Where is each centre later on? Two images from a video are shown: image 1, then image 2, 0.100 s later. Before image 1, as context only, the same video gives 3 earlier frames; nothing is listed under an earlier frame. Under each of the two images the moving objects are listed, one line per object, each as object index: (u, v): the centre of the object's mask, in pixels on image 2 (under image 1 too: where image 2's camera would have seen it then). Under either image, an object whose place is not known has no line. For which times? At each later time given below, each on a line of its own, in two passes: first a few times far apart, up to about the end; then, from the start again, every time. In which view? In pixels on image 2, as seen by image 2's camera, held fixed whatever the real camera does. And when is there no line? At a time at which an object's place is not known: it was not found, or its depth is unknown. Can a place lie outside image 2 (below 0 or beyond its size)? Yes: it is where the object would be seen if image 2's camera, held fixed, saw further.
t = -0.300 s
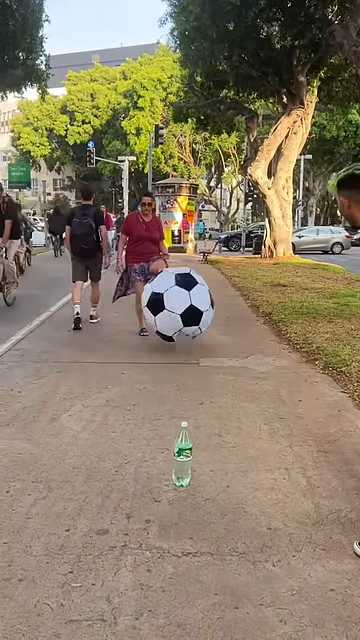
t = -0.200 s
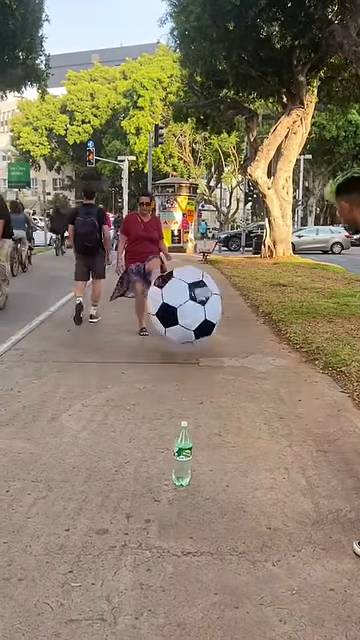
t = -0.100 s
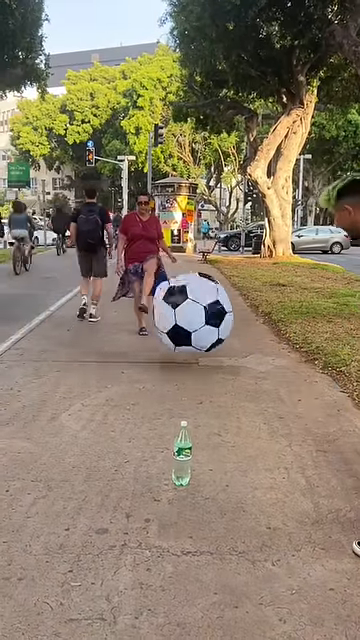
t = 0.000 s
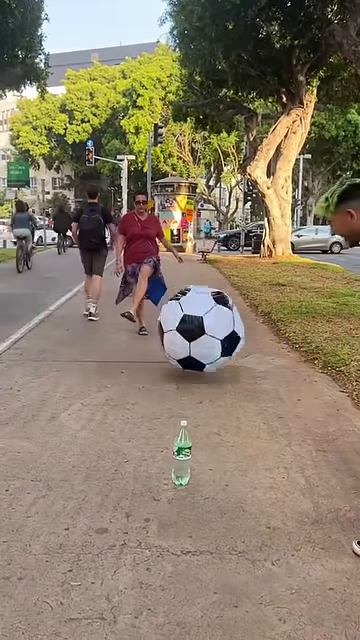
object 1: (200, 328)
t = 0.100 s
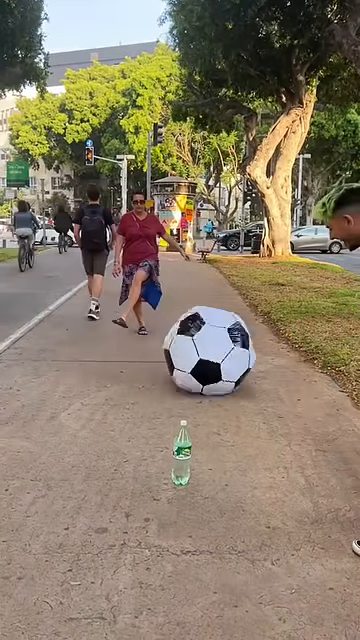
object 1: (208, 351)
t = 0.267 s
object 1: (220, 354)
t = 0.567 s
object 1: (248, 379)
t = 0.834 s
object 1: (283, 404)
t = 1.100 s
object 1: (312, 430)
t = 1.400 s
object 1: (327, 450)
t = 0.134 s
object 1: (211, 351)
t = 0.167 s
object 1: (213, 350)
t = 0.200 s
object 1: (216, 351)
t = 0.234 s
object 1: (218, 352)
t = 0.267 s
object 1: (220, 354)
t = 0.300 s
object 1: (223, 357)
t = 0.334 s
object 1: (226, 360)
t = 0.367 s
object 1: (229, 364)
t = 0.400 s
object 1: (233, 369)
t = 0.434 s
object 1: (235, 373)
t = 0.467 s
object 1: (238, 376)
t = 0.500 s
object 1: (242, 377)
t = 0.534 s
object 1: (245, 378)
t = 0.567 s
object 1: (248, 379)
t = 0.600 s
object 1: (252, 381)
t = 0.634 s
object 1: (256, 383)
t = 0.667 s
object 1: (261, 386)
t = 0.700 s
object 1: (265, 391)
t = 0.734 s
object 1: (269, 396)
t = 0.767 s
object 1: (274, 400)
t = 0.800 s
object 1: (279, 403)
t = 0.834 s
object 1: (283, 404)
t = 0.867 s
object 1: (288, 405)
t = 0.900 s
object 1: (293, 408)
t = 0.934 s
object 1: (297, 410)
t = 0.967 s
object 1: (300, 414)
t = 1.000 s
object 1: (303, 418)
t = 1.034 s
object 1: (306, 423)
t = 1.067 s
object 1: (309, 427)
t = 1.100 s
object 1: (312, 430)
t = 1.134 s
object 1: (315, 431)
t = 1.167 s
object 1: (317, 432)
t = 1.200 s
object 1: (319, 434)
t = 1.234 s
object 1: (321, 436)
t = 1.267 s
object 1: (323, 440)
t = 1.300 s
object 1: (325, 444)
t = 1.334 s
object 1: (327, 447)
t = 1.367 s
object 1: (327, 449)
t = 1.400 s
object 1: (327, 450)
